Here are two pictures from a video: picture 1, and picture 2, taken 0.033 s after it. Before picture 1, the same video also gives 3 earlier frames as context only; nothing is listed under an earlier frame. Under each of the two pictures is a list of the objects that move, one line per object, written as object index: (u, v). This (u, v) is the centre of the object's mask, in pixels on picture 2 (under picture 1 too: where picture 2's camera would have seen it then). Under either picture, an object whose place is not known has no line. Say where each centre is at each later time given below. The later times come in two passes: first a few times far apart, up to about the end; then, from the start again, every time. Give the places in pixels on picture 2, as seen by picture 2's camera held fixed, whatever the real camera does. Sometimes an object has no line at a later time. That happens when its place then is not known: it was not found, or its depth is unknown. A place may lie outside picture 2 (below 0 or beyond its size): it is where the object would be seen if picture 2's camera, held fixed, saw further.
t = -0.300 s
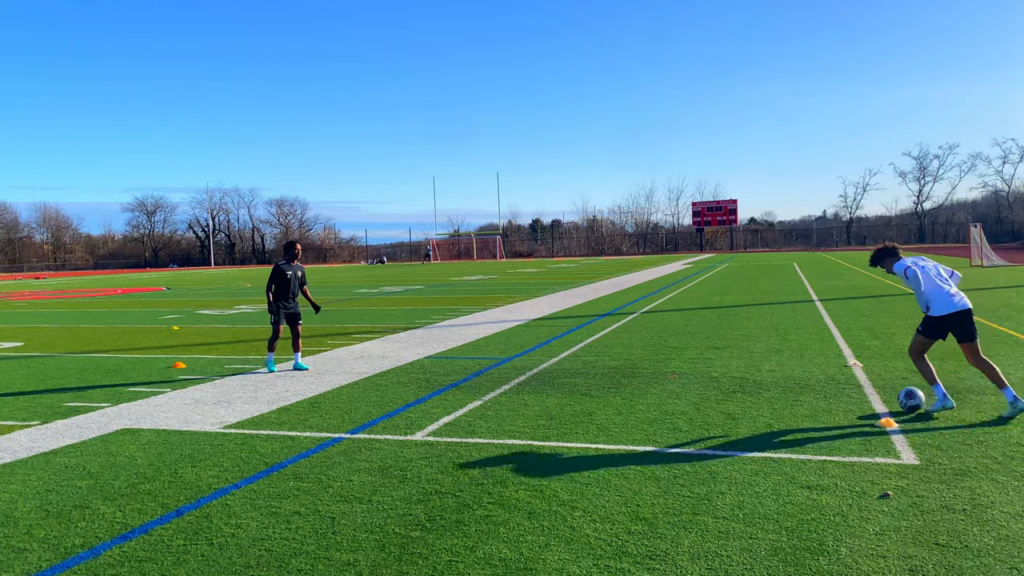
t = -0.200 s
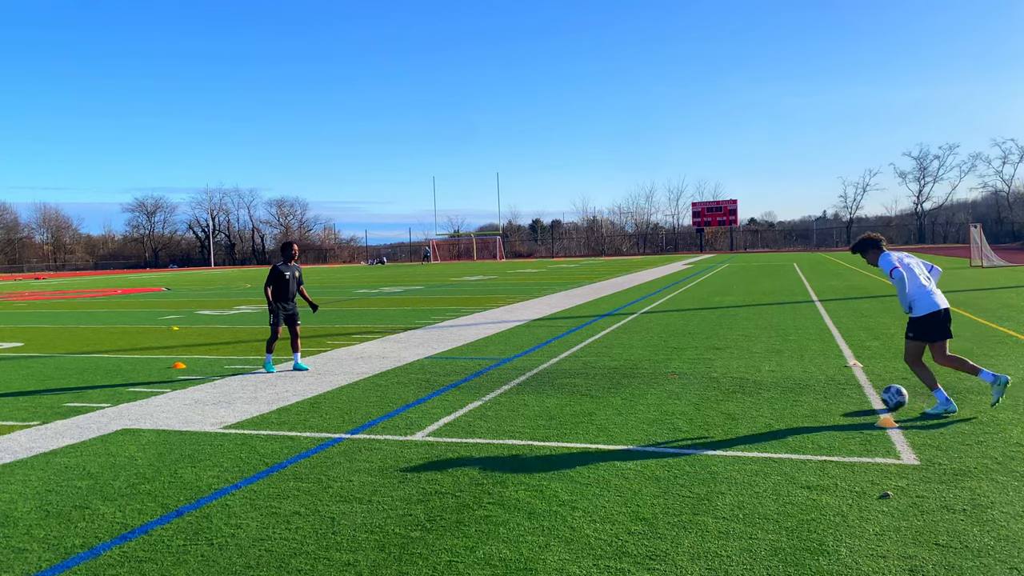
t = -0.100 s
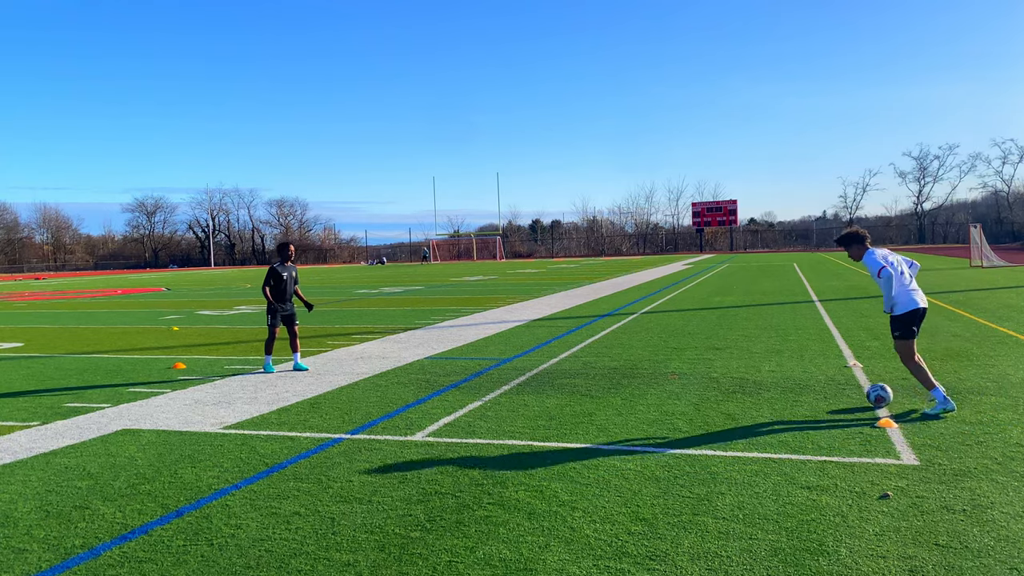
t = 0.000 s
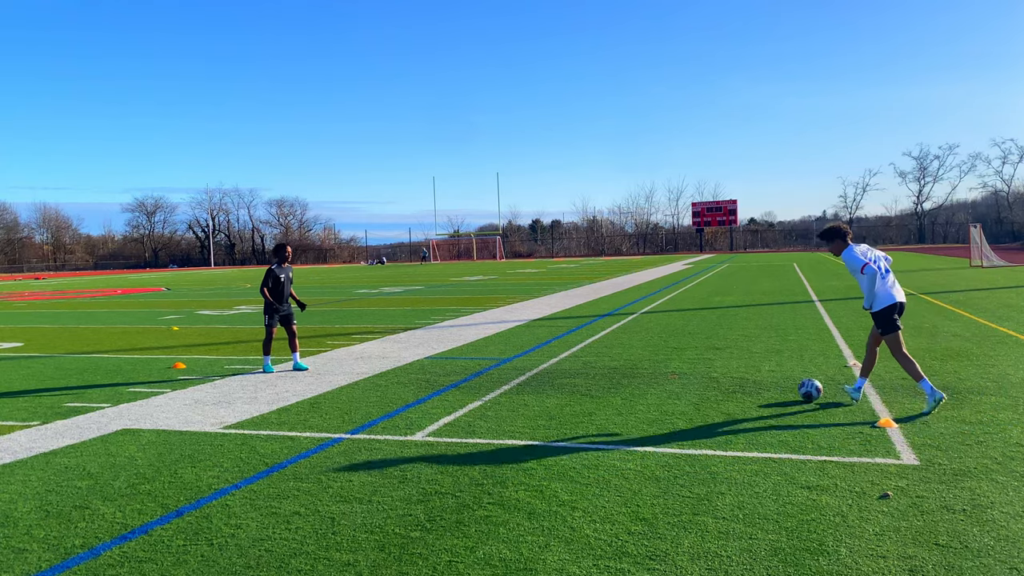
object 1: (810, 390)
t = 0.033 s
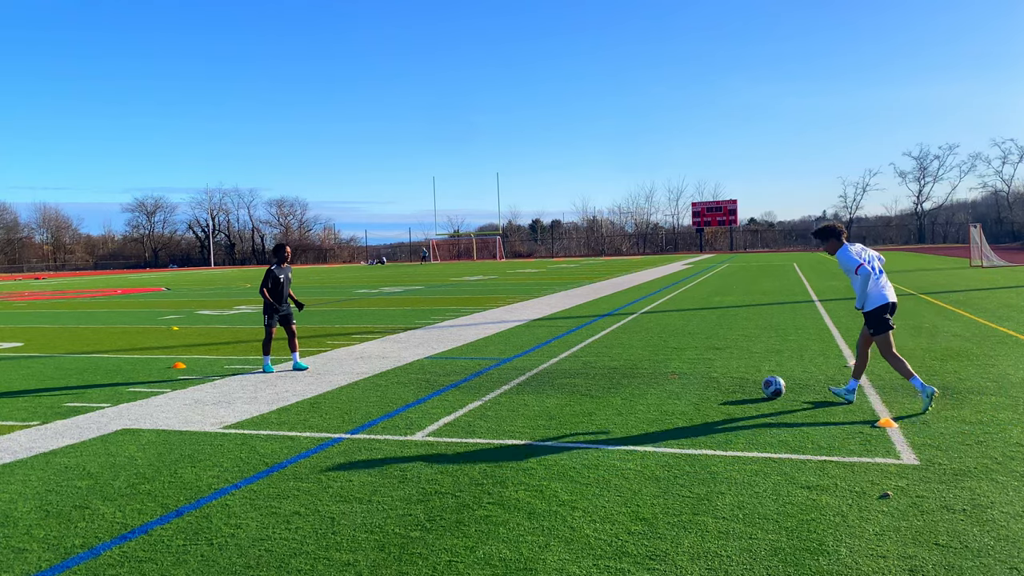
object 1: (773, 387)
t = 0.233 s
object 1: (592, 375)
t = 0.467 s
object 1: (447, 367)
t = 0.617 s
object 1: (376, 363)
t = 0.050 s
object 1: (756, 385)
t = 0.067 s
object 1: (739, 384)
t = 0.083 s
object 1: (722, 383)
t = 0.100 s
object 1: (706, 383)
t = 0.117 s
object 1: (690, 381)
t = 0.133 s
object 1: (675, 380)
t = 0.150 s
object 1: (660, 380)
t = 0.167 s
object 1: (646, 379)
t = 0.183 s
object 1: (632, 378)
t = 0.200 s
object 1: (618, 377)
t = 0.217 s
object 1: (605, 376)
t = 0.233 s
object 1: (592, 375)
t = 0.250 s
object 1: (580, 375)
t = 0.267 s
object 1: (568, 374)
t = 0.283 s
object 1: (556, 374)
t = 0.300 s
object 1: (545, 373)
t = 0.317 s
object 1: (534, 373)
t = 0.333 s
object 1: (523, 372)
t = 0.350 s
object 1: (513, 372)
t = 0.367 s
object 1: (503, 371)
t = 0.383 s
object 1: (493, 370)
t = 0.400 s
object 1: (483, 369)
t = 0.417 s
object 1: (474, 369)
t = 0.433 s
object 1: (465, 368)
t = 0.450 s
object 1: (456, 368)
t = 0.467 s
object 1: (447, 367)
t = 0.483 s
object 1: (439, 367)
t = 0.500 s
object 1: (430, 366)
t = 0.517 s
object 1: (422, 366)
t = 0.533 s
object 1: (414, 365)
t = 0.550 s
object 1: (406, 365)
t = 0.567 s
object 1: (399, 364)
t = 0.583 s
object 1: (391, 364)
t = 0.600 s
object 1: (383, 364)
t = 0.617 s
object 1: (376, 363)
